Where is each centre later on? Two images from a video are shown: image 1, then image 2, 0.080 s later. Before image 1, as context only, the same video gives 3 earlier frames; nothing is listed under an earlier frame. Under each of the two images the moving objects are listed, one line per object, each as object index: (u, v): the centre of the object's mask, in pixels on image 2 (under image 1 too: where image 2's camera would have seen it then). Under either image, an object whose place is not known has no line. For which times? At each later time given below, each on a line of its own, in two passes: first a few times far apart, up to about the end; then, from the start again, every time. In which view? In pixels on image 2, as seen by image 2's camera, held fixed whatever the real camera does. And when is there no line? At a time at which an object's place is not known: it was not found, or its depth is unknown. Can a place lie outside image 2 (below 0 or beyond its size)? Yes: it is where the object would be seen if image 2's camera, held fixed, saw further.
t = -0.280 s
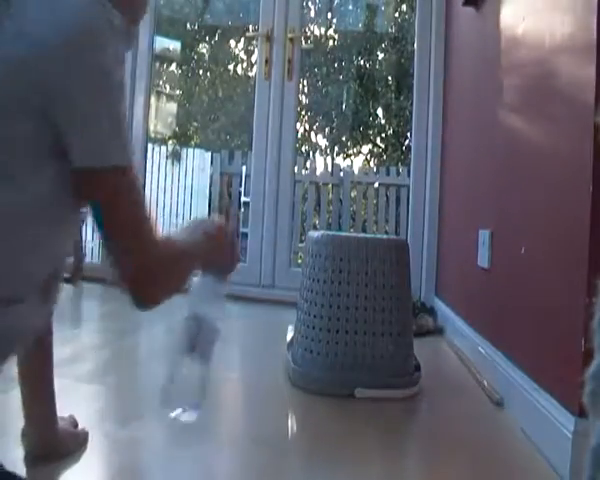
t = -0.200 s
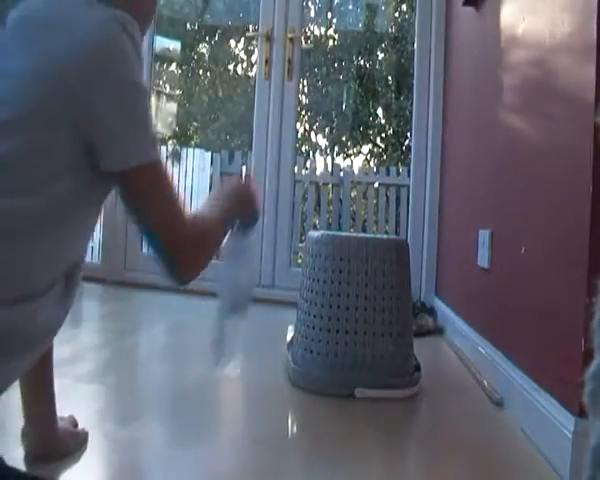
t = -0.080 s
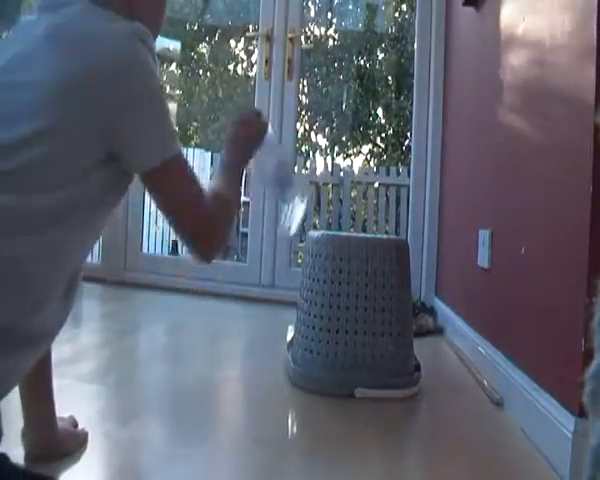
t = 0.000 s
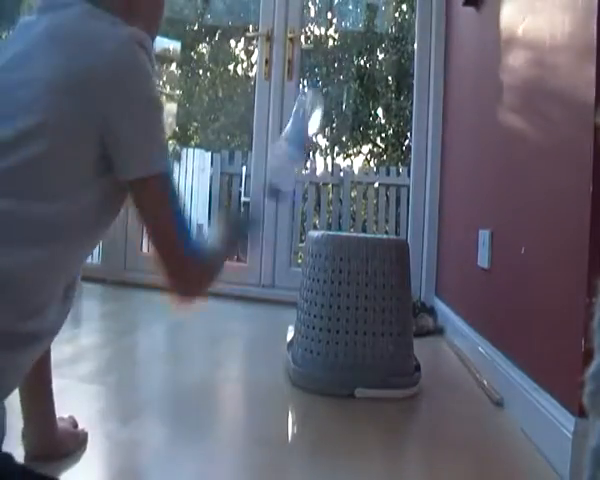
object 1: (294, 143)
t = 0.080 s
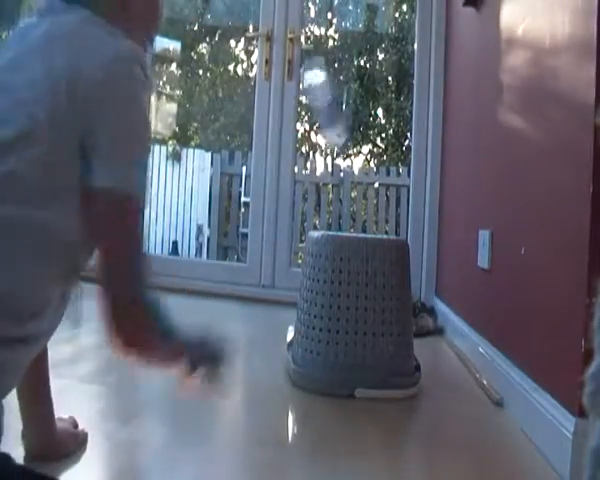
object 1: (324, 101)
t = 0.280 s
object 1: (346, 163)
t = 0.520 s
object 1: (357, 192)
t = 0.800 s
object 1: (349, 205)
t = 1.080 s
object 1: (349, 221)
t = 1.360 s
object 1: (348, 221)
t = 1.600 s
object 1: (348, 221)
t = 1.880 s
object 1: (348, 221)
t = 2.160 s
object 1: (348, 221)
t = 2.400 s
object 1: (348, 221)
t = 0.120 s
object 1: (329, 96)
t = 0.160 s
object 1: (335, 100)
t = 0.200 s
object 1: (340, 113)
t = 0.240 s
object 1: (344, 134)
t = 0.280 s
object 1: (346, 163)
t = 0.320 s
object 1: (349, 190)
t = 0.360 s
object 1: (351, 187)
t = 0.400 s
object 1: (354, 189)
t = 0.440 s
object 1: (355, 190)
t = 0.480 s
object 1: (356, 191)
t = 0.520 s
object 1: (357, 192)
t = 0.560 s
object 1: (357, 193)
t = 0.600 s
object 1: (358, 192)
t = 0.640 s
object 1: (358, 193)
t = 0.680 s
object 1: (357, 195)
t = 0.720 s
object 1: (354, 200)
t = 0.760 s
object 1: (353, 203)
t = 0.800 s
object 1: (349, 205)
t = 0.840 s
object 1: (348, 218)
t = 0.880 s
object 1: (349, 221)
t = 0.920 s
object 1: (349, 221)
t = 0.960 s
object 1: (349, 221)
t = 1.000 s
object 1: (349, 221)
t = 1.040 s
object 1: (349, 221)
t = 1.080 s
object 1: (349, 221)
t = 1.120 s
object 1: (349, 221)
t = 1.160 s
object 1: (349, 221)
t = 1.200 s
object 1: (349, 221)
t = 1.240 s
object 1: (349, 221)
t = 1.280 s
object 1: (349, 221)
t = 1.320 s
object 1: (348, 221)
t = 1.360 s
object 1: (348, 221)
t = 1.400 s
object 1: (348, 221)
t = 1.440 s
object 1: (348, 221)
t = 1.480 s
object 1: (348, 221)
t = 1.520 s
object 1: (348, 221)
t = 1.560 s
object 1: (348, 221)
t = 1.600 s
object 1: (348, 221)
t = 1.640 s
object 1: (348, 221)
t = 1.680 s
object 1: (348, 221)
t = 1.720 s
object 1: (348, 221)
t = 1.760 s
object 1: (348, 221)
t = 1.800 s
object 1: (348, 221)
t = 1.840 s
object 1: (348, 221)
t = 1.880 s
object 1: (348, 221)
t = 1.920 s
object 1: (348, 221)
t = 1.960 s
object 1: (348, 221)
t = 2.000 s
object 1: (348, 221)
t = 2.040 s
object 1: (348, 221)
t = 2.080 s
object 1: (348, 221)
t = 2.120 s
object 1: (348, 221)
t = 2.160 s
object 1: (348, 221)
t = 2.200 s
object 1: (348, 221)
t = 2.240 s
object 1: (348, 221)
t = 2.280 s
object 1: (348, 221)
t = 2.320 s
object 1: (348, 221)
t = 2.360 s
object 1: (348, 221)
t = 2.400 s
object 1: (348, 221)
